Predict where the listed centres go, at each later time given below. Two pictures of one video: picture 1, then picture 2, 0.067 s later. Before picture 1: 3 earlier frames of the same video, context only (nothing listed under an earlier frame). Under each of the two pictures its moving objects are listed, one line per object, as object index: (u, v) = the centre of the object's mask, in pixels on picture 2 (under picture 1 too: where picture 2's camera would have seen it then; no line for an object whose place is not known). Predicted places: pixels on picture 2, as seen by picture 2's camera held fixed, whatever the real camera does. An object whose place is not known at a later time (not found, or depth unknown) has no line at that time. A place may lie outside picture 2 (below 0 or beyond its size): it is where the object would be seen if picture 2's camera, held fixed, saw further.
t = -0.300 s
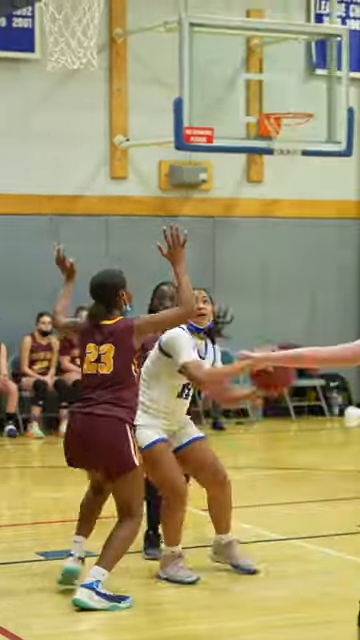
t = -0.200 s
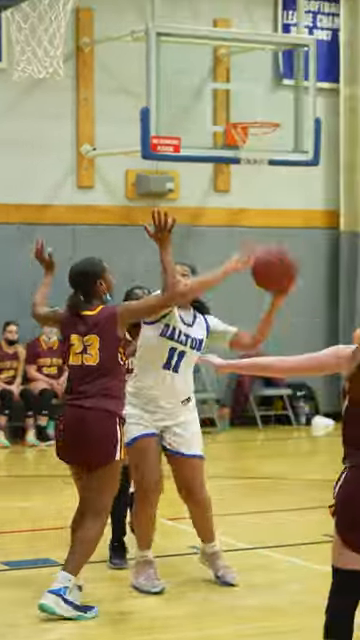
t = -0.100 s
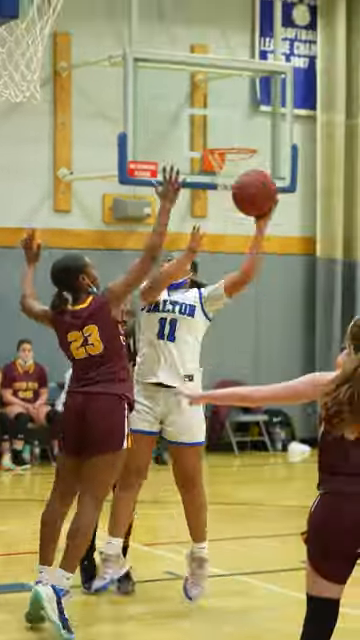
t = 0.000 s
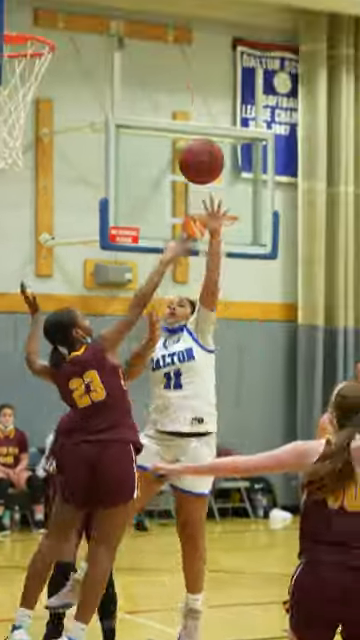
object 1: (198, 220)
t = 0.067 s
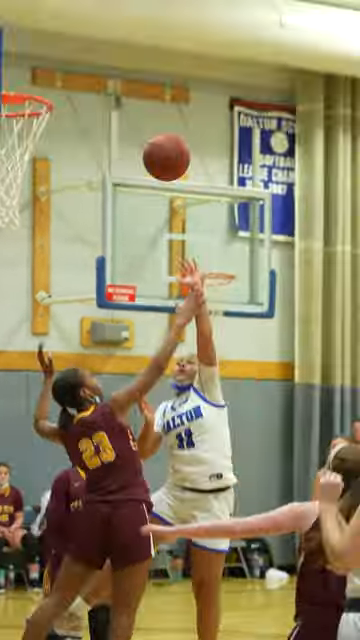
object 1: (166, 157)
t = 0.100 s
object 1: (151, 132)
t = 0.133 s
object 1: (136, 110)
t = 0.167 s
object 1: (121, 87)
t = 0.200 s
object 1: (106, 68)
